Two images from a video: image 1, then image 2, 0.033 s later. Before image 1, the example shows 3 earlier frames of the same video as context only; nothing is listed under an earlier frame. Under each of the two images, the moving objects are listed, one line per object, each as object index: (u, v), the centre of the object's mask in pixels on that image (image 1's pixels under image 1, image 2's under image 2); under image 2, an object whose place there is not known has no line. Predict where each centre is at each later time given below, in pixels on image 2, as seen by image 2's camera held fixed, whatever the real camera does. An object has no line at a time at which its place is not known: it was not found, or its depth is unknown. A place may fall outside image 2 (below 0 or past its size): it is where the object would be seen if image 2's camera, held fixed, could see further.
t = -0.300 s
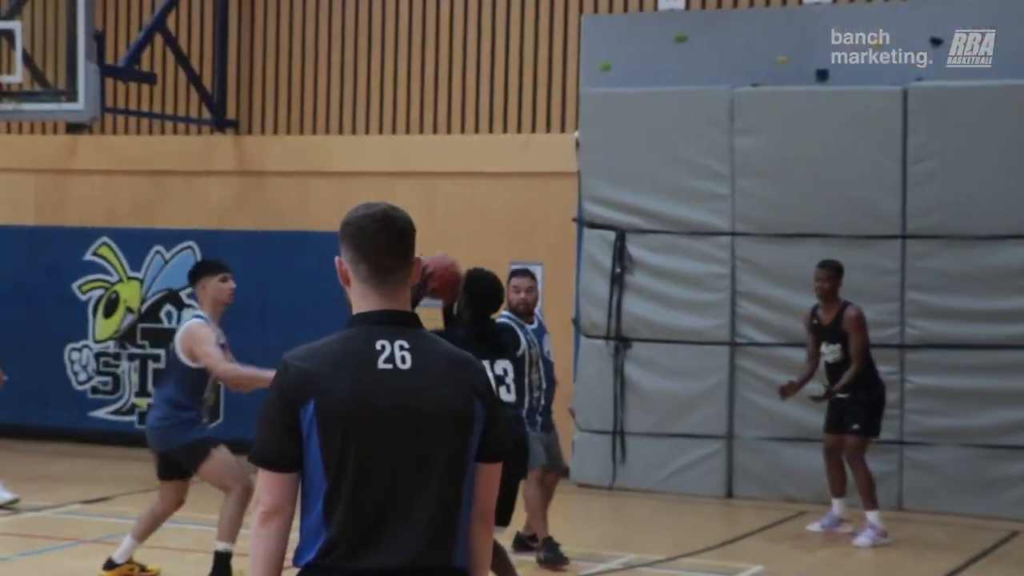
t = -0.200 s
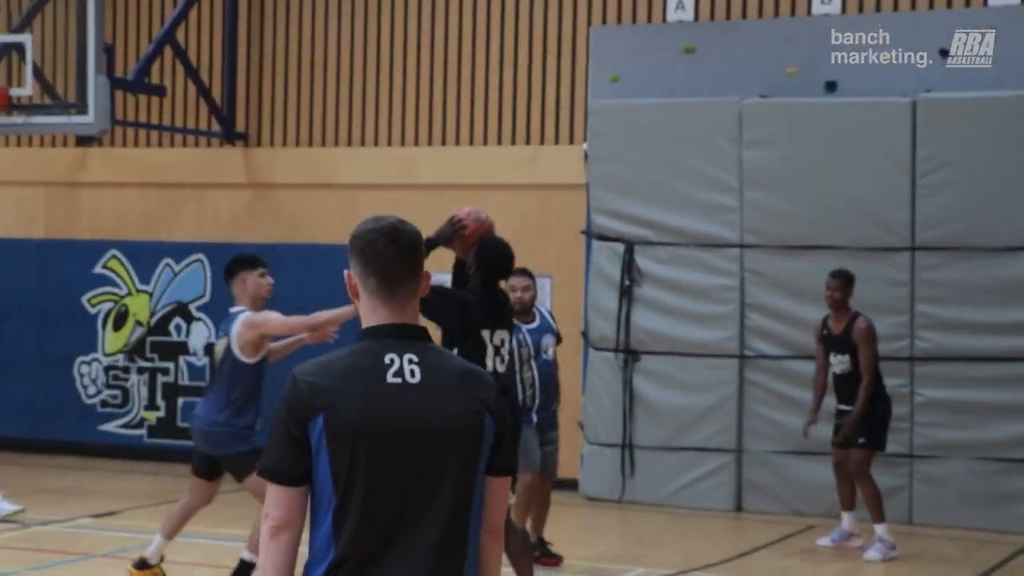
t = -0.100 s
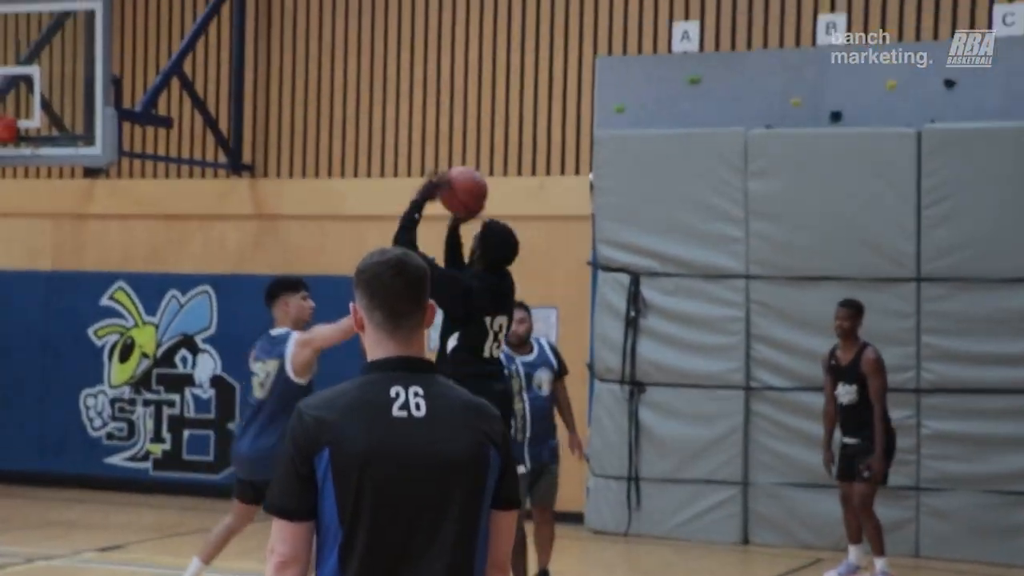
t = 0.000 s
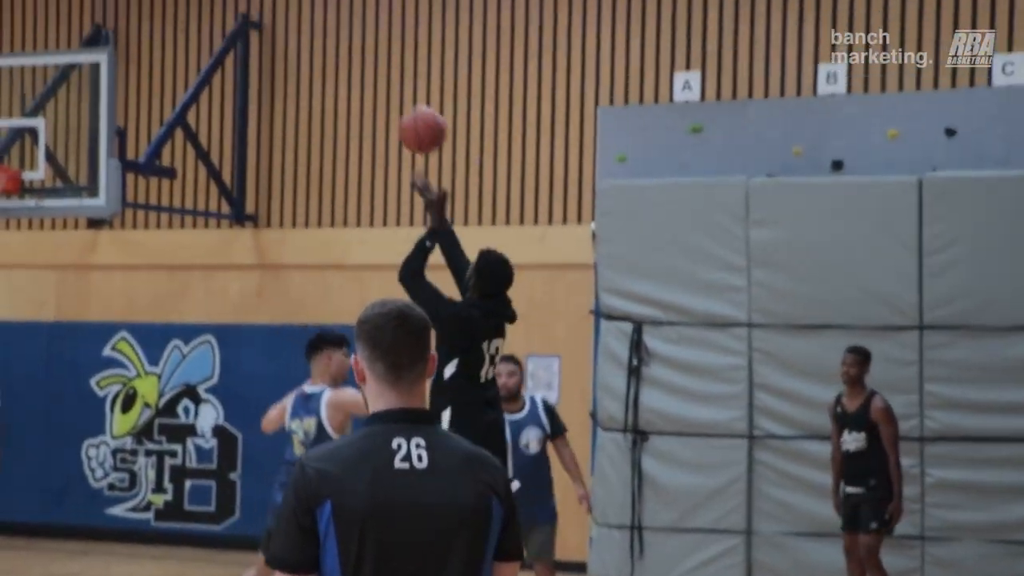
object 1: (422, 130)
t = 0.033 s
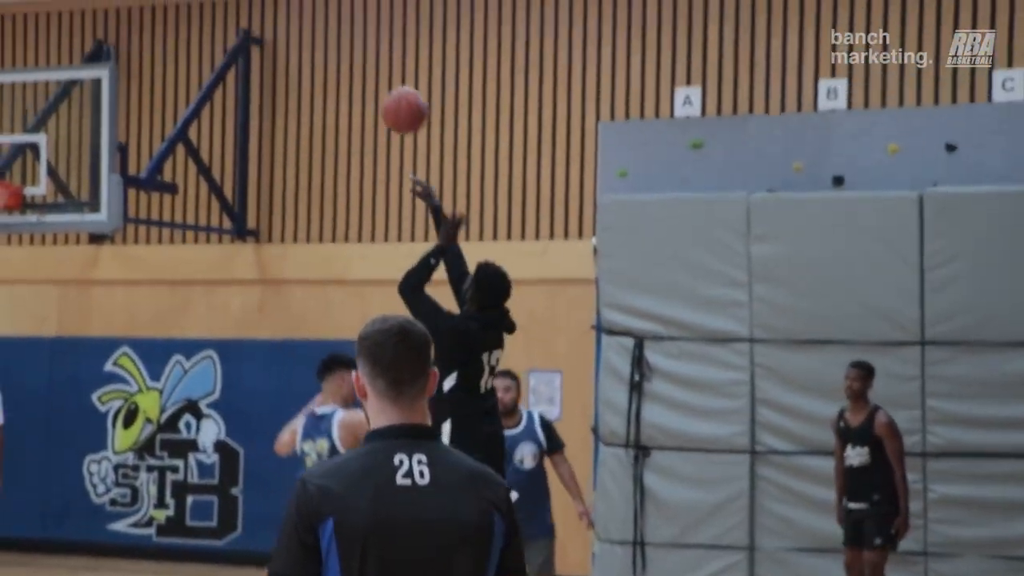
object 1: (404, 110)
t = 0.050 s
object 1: (393, 94)
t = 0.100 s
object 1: (361, 52)
